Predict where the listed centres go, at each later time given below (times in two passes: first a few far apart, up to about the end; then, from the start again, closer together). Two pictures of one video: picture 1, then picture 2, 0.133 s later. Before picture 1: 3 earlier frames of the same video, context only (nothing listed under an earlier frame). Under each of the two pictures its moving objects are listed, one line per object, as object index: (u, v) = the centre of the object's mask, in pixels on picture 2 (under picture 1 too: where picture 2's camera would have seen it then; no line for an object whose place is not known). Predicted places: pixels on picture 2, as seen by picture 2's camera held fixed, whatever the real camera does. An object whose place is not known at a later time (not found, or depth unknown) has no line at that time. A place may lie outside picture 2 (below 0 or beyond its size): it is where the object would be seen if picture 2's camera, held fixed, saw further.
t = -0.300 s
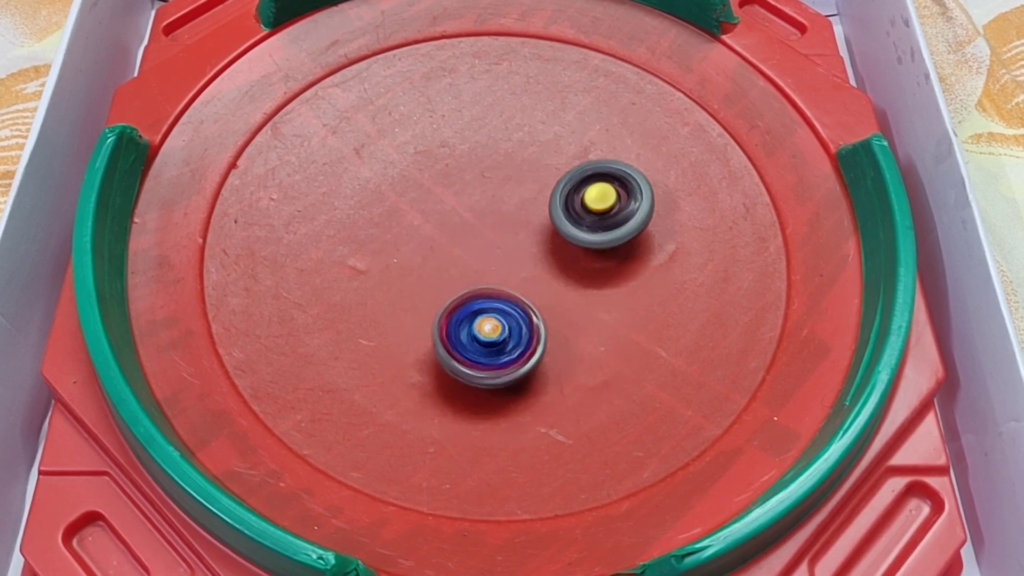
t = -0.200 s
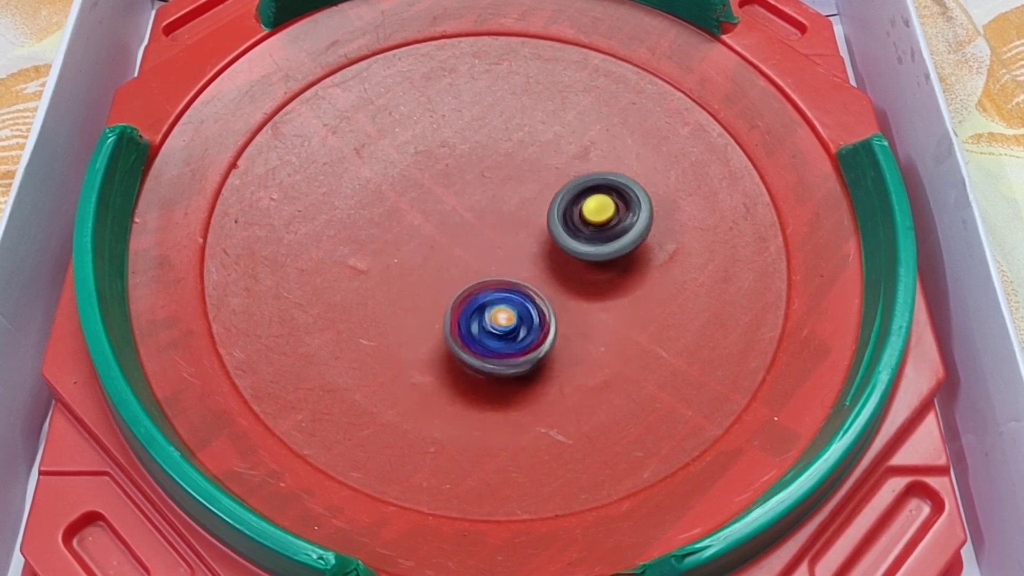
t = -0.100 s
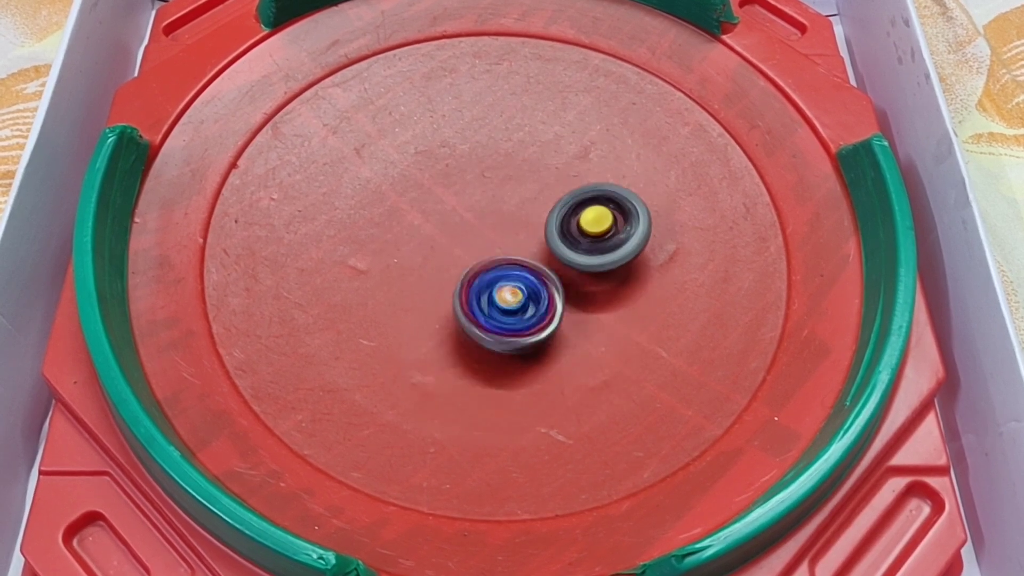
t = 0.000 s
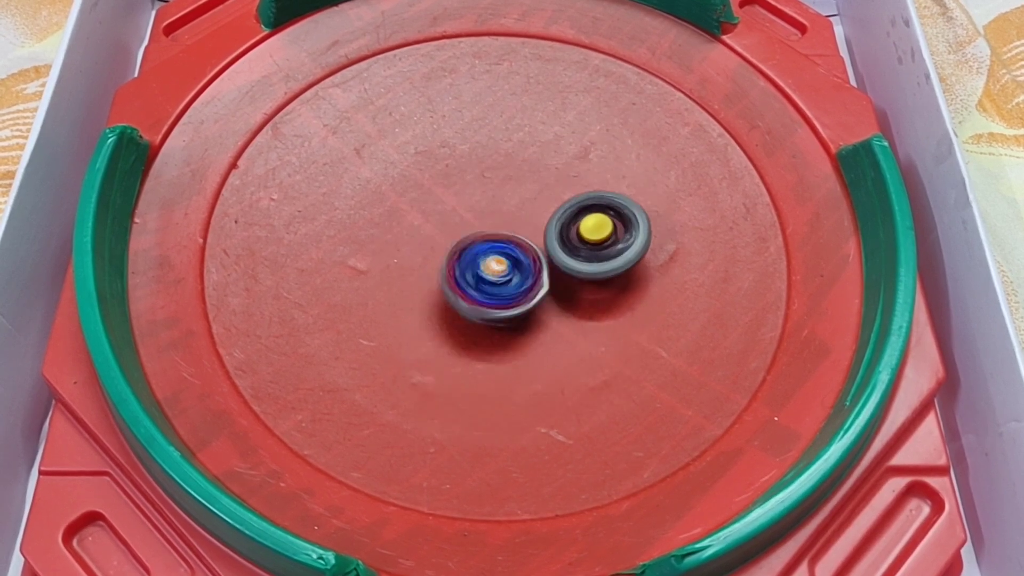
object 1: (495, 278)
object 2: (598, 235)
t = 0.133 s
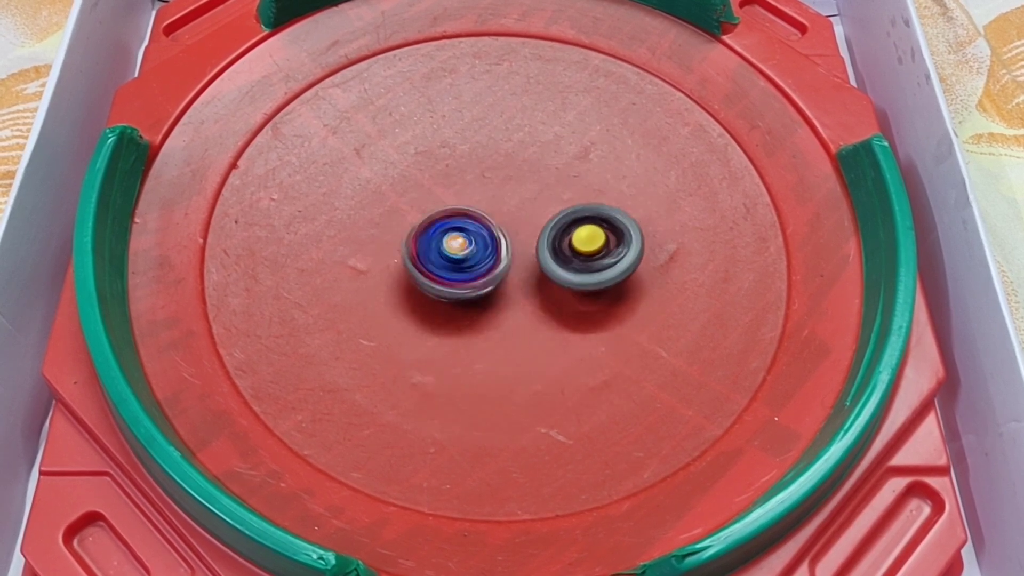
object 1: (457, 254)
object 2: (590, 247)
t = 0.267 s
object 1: (426, 245)
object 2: (580, 259)
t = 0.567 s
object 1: (444, 244)
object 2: (549, 276)
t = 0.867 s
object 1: (417, 207)
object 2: (551, 294)
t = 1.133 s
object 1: (480, 208)
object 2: (529, 291)
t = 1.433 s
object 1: (555, 170)
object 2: (513, 311)
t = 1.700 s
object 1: (592, 168)
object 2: (502, 299)
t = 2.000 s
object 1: (587, 220)
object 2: (495, 278)
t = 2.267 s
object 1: (641, 234)
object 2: (468, 270)
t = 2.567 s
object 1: (616, 245)
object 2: (478, 249)
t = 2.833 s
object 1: (603, 267)
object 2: (459, 229)
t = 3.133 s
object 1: (596, 277)
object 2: (469, 215)
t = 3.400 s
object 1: (549, 286)
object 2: (478, 202)
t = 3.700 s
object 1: (545, 318)
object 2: (493, 196)
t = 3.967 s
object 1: (521, 290)
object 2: (513, 198)
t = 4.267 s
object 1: (483, 286)
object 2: (533, 203)
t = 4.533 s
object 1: (460, 280)
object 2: (558, 218)
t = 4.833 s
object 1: (462, 254)
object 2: (570, 235)
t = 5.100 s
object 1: (441, 232)
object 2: (578, 248)
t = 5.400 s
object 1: (461, 222)
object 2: (568, 265)
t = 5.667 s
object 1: (475, 210)
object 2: (572, 292)
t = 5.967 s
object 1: (493, 194)
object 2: (568, 309)
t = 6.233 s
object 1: (475, 195)
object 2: (548, 310)
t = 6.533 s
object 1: (487, 196)
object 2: (524, 296)
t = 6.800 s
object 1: (479, 192)
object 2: (505, 273)
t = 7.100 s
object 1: (501, 178)
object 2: (482, 289)
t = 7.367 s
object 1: (528, 196)
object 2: (466, 342)
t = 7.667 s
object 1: (517, 197)
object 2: (476, 343)
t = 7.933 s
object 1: (530, 196)
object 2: (491, 337)
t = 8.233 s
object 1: (516, 198)
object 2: (520, 314)
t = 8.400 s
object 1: (522, 197)
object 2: (539, 297)
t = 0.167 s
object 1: (447, 251)
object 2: (588, 250)
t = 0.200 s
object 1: (438, 248)
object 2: (585, 253)
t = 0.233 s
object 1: (431, 246)
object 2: (583, 256)
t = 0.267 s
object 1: (426, 245)
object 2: (580, 259)
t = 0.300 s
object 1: (422, 244)
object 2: (576, 261)
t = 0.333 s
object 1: (420, 245)
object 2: (573, 263)
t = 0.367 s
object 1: (419, 245)
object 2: (570, 266)
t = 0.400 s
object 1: (420, 246)
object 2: (567, 268)
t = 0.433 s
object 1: (421, 246)
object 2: (563, 269)
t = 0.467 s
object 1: (426, 247)
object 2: (559, 271)
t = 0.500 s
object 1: (431, 247)
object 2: (555, 273)
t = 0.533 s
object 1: (437, 246)
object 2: (552, 274)
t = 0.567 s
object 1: (444, 244)
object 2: (549, 276)
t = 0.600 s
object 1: (439, 234)
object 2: (564, 284)
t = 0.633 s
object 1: (434, 227)
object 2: (570, 288)
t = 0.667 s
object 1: (427, 219)
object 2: (569, 289)
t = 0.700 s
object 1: (420, 213)
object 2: (566, 290)
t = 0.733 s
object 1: (417, 210)
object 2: (563, 291)
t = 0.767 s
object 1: (415, 208)
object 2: (560, 293)
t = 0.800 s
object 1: (415, 207)
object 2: (557, 293)
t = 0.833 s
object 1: (415, 206)
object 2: (555, 294)
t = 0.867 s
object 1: (417, 207)
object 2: (551, 294)
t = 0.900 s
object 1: (420, 208)
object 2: (549, 294)
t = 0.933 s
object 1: (427, 209)
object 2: (547, 295)
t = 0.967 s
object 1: (432, 210)
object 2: (543, 294)
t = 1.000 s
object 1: (442, 210)
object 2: (541, 294)
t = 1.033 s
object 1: (451, 210)
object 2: (538, 294)
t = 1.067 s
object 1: (460, 210)
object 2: (535, 293)
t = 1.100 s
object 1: (468, 209)
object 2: (532, 292)
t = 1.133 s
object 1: (480, 208)
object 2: (529, 291)
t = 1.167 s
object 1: (488, 206)
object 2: (526, 291)
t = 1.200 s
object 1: (501, 203)
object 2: (525, 295)
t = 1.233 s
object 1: (513, 196)
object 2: (524, 306)
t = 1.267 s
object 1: (520, 192)
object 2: (521, 311)
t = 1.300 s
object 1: (528, 186)
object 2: (520, 314)
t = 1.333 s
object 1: (537, 181)
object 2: (519, 314)
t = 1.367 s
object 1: (542, 176)
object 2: (517, 312)
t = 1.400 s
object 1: (551, 172)
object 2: (515, 312)
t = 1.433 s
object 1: (555, 170)
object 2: (513, 311)
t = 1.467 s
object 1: (562, 168)
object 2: (512, 310)
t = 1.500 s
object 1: (568, 166)
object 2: (510, 309)
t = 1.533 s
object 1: (573, 164)
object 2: (508, 307)
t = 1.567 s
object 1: (579, 163)
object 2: (507, 306)
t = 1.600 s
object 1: (584, 164)
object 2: (505, 305)
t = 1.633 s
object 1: (587, 165)
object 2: (504, 303)
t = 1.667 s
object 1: (590, 166)
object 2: (503, 301)
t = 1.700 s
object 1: (592, 168)
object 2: (502, 299)
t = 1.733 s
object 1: (593, 172)
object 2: (501, 296)
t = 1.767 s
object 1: (595, 176)
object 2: (500, 294)
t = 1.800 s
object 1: (595, 182)
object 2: (499, 292)
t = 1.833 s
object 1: (595, 185)
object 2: (498, 290)
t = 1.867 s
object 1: (596, 190)
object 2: (497, 287)
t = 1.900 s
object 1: (593, 196)
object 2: (496, 285)
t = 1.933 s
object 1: (593, 201)
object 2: (496, 282)
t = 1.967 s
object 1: (590, 211)
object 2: (495, 280)
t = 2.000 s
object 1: (587, 220)
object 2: (495, 278)
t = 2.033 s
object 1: (586, 226)
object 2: (495, 275)
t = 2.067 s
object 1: (598, 228)
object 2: (482, 278)
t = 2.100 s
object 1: (605, 229)
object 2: (472, 280)
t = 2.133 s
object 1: (613, 230)
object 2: (468, 280)
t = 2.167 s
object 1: (624, 233)
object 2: (467, 278)
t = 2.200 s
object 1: (630, 233)
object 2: (467, 276)
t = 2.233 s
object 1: (637, 234)
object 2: (467, 273)
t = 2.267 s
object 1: (641, 234)
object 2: (468, 270)
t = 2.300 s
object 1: (643, 235)
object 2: (468, 267)
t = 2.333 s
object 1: (644, 235)
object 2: (468, 265)
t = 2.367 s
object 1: (645, 236)
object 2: (469, 262)
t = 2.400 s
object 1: (642, 237)
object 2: (471, 260)
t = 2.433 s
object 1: (638, 238)
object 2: (471, 258)
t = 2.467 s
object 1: (634, 239)
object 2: (473, 255)
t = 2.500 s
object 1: (629, 242)
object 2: (475, 253)
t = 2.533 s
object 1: (621, 244)
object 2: (477, 251)
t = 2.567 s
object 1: (616, 245)
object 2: (478, 249)
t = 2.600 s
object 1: (609, 248)
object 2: (480, 247)
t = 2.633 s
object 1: (598, 250)
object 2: (481, 245)
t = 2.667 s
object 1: (592, 252)
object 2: (482, 243)
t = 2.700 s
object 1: (590, 255)
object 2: (480, 241)
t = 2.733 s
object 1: (592, 258)
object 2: (473, 238)
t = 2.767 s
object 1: (596, 261)
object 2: (462, 232)
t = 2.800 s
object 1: (601, 264)
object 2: (459, 231)
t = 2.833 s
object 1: (603, 267)
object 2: (459, 229)
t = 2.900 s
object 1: (607, 271)
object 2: (461, 226)
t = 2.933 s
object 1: (608, 274)
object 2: (462, 224)
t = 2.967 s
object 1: (609, 275)
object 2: (463, 222)
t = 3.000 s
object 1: (608, 276)
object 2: (464, 220)
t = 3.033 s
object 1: (607, 277)
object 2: (465, 220)
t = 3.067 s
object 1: (604, 277)
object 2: (467, 218)
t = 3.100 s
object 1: (600, 277)
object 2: (468, 216)
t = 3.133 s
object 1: (596, 277)
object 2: (469, 215)
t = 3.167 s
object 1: (591, 277)
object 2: (471, 215)
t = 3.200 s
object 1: (585, 277)
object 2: (473, 214)
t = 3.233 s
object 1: (579, 276)
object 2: (475, 213)
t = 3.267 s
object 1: (571, 275)
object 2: (477, 212)
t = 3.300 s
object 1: (562, 275)
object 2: (478, 212)
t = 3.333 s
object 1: (556, 277)
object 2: (479, 209)
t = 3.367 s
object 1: (551, 280)
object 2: (480, 208)
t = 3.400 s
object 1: (549, 286)
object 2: (478, 202)
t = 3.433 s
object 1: (547, 292)
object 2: (478, 201)
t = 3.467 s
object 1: (545, 299)
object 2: (480, 199)
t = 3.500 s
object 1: (546, 305)
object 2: (482, 198)
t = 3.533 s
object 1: (546, 309)
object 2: (482, 198)
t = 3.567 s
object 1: (545, 313)
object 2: (484, 197)
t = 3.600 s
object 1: (545, 316)
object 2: (487, 197)
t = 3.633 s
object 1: (546, 317)
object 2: (488, 196)
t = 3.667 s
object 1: (545, 317)
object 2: (490, 196)
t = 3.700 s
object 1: (545, 318)
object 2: (493, 196)
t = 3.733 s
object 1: (545, 316)
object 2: (496, 196)
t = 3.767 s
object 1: (543, 313)
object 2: (498, 196)
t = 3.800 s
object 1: (541, 310)
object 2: (500, 196)
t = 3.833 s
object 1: (539, 307)
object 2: (502, 196)
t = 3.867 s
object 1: (536, 302)
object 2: (505, 196)
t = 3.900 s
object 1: (530, 297)
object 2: (508, 197)
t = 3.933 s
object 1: (526, 293)
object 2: (511, 198)
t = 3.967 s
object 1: (521, 290)
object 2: (513, 198)
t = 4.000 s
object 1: (517, 292)
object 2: (515, 196)
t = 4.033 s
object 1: (512, 290)
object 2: (516, 196)
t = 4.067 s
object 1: (509, 290)
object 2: (519, 197)
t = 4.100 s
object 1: (504, 290)
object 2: (521, 198)
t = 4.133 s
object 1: (499, 288)
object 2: (523, 199)
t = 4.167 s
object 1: (496, 288)
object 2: (527, 200)
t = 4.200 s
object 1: (491, 289)
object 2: (529, 200)
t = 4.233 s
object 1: (486, 288)
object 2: (531, 201)
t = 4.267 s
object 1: (483, 286)
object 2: (533, 203)
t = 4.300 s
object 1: (481, 286)
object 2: (535, 204)
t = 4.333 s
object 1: (478, 286)
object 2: (538, 206)
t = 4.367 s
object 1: (474, 284)
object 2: (542, 209)
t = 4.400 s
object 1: (473, 281)
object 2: (545, 211)
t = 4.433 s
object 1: (469, 281)
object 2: (549, 211)
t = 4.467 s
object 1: (464, 280)
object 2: (552, 212)
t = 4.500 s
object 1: (462, 280)
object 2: (554, 214)
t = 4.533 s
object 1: (460, 280)
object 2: (558, 218)
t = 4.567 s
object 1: (457, 278)
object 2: (559, 220)
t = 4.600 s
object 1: (456, 277)
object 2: (561, 221)
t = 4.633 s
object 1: (457, 275)
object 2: (562, 223)
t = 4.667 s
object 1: (457, 272)
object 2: (564, 226)
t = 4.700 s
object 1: (458, 270)
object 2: (566, 228)
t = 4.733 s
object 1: (458, 266)
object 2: (567, 229)
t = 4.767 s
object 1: (459, 263)
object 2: (568, 231)
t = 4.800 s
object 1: (460, 258)
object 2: (569, 233)
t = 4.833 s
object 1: (462, 254)
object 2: (570, 235)
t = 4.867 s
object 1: (461, 250)
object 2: (574, 236)
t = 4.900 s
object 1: (456, 246)
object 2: (575, 237)
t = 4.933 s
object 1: (453, 242)
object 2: (576, 239)
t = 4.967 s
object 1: (449, 239)
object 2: (577, 241)
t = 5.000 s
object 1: (447, 237)
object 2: (578, 242)
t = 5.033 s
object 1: (444, 235)
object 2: (578, 245)
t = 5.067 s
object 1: (443, 233)
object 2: (578, 246)
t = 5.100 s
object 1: (441, 232)
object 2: (578, 248)
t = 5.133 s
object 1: (442, 231)
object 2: (577, 250)
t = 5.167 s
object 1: (442, 230)
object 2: (577, 252)
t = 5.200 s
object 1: (444, 229)
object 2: (576, 254)
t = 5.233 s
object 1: (446, 228)
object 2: (575, 256)
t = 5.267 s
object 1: (448, 226)
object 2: (573, 258)
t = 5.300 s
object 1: (450, 225)
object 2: (573, 259)
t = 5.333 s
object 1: (453, 224)
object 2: (571, 261)
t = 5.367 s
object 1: (458, 223)
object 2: (570, 263)
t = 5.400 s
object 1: (461, 222)
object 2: (568, 265)
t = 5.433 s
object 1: (464, 222)
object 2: (567, 266)
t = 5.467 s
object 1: (468, 222)
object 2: (565, 267)
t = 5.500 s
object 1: (470, 222)
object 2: (563, 269)
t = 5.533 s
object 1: (471, 221)
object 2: (565, 273)
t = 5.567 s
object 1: (473, 219)
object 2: (564, 274)
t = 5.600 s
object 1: (476, 218)
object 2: (563, 276)
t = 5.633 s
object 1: (479, 218)
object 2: (562, 280)
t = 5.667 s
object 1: (475, 210)
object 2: (572, 292)
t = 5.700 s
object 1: (472, 203)
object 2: (575, 296)
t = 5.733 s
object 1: (473, 198)
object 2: (575, 298)
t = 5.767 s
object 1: (480, 194)
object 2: (575, 300)
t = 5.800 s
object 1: (482, 194)
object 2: (574, 302)
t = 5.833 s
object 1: (484, 194)
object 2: (573, 304)
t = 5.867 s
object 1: (488, 196)
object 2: (571, 305)
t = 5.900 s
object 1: (491, 196)
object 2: (571, 307)
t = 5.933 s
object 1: (492, 196)
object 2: (569, 308)
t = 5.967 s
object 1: (493, 194)
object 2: (568, 309)
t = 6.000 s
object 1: (492, 193)
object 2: (567, 310)
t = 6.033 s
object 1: (490, 194)
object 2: (565, 310)
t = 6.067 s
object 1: (488, 196)
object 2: (562, 311)
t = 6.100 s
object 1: (484, 197)
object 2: (560, 311)
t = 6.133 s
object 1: (480, 196)
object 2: (558, 311)
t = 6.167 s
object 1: (478, 196)
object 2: (555, 311)
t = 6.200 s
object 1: (476, 195)
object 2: (552, 310)
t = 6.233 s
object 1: (475, 195)
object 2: (548, 310)
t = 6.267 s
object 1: (475, 195)
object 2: (546, 309)
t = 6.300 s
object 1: (475, 195)
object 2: (544, 309)
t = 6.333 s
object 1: (475, 194)
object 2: (541, 307)
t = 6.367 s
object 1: (475, 195)
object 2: (538, 306)
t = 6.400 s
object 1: (477, 195)
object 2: (535, 304)
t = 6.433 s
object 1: (478, 195)
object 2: (532, 302)
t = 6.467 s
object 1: (481, 196)
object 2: (530, 301)
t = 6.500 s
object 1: (485, 197)
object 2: (527, 298)
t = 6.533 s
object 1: (487, 196)
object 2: (524, 296)
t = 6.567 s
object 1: (489, 195)
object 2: (521, 293)
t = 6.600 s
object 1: (488, 196)
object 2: (519, 292)
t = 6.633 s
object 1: (486, 196)
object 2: (517, 289)
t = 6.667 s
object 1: (483, 196)
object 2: (514, 285)
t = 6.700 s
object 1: (481, 195)
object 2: (511, 282)
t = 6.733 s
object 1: (479, 194)
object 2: (508, 279)
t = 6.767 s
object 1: (479, 193)
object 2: (506, 276)
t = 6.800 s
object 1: (479, 192)
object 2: (505, 273)
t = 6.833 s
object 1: (480, 190)
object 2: (503, 269)
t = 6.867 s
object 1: (482, 189)
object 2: (501, 265)
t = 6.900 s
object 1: (483, 187)
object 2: (500, 263)
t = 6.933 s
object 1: (485, 186)
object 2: (500, 259)
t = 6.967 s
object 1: (485, 184)
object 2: (498, 255)
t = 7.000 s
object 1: (488, 183)
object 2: (498, 256)
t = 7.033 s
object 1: (488, 183)
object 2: (500, 256)
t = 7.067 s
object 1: (493, 181)
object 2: (492, 270)
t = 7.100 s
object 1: (501, 178)
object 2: (482, 289)
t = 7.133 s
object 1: (508, 175)
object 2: (473, 308)
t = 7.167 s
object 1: (509, 171)
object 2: (464, 323)
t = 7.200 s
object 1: (511, 174)
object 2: (460, 332)
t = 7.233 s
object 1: (512, 181)
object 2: (460, 337)
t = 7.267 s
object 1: (512, 189)
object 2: (462, 339)
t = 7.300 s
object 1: (517, 194)
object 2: (464, 340)
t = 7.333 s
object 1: (523, 196)
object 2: (464, 341)
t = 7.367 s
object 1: (528, 196)
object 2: (466, 342)
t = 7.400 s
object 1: (531, 194)
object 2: (466, 342)
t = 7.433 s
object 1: (531, 194)
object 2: (467, 343)
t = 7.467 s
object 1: (530, 196)
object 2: (469, 343)
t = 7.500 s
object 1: (526, 197)
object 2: (470, 343)
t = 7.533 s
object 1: (522, 197)
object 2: (471, 344)
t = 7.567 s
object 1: (518, 197)
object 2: (472, 344)
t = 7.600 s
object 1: (515, 196)
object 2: (473, 344)
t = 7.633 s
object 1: (515, 196)
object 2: (474, 344)
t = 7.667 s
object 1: (517, 197)
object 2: (476, 343)
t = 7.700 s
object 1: (520, 198)
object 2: (479, 343)
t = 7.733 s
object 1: (522, 197)
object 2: (480, 342)
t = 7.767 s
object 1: (524, 197)
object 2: (481, 341)
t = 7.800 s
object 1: (526, 197)
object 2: (483, 340)
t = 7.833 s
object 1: (528, 197)
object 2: (485, 340)
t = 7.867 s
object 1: (529, 196)
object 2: (487, 339)
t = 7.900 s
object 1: (530, 196)
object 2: (488, 338)
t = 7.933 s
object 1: (530, 196)
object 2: (491, 337)
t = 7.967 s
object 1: (530, 196)
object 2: (494, 335)
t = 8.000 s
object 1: (529, 196)
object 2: (499, 332)
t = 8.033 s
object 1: (527, 197)
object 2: (502, 329)
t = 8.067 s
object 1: (526, 197)
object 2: (504, 327)
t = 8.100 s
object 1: (524, 197)
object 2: (507, 325)
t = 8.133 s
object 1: (522, 197)
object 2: (511, 323)
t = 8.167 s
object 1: (520, 198)
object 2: (513, 320)
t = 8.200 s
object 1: (518, 198)
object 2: (517, 317)
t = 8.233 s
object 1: (516, 198)
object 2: (520, 314)
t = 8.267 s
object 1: (517, 198)
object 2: (524, 311)
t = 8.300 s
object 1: (519, 198)
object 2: (528, 307)
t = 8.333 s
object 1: (521, 198)
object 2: (532, 304)
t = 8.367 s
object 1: (521, 198)
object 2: (536, 301)
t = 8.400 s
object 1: (522, 197)
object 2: (539, 297)
